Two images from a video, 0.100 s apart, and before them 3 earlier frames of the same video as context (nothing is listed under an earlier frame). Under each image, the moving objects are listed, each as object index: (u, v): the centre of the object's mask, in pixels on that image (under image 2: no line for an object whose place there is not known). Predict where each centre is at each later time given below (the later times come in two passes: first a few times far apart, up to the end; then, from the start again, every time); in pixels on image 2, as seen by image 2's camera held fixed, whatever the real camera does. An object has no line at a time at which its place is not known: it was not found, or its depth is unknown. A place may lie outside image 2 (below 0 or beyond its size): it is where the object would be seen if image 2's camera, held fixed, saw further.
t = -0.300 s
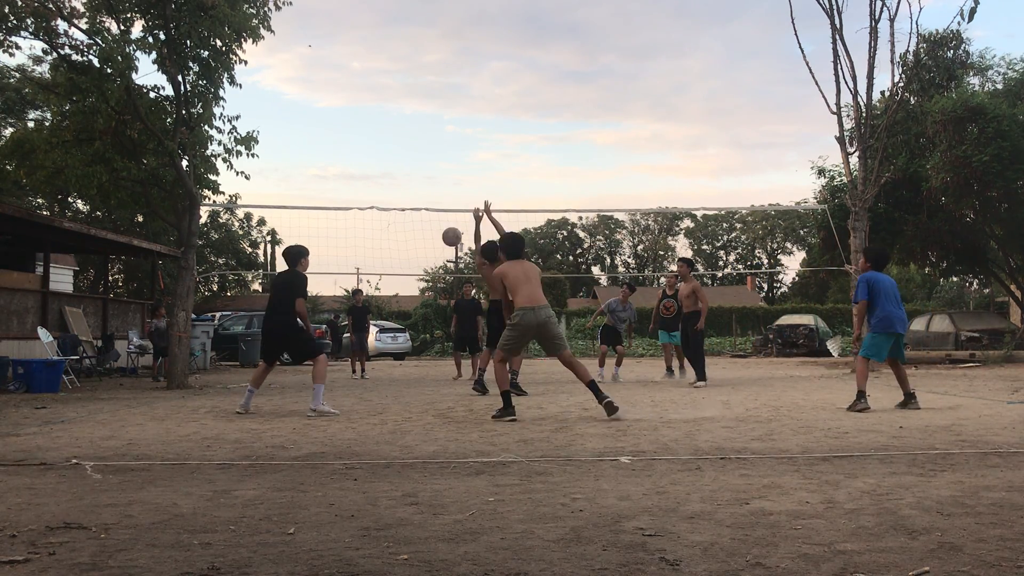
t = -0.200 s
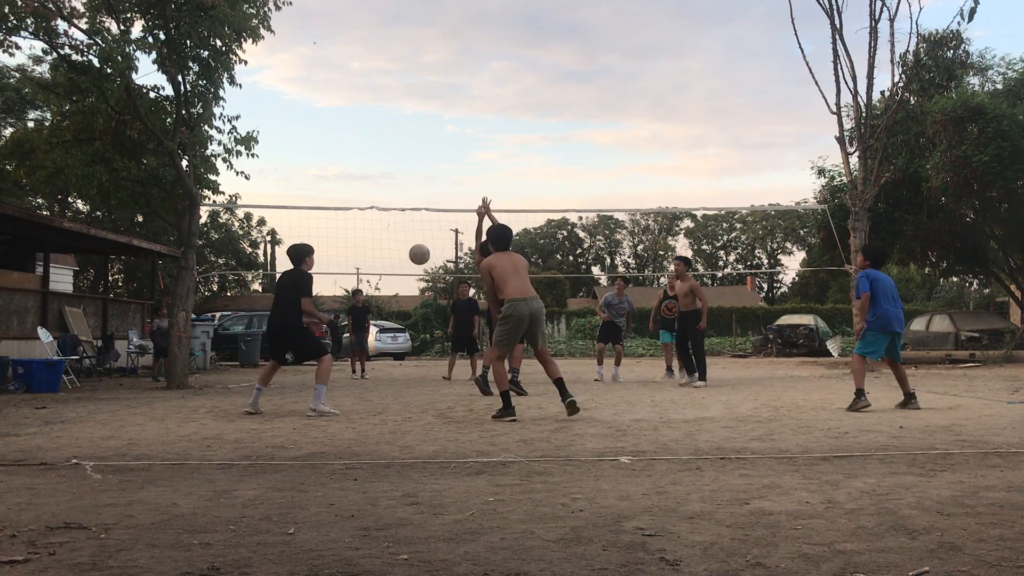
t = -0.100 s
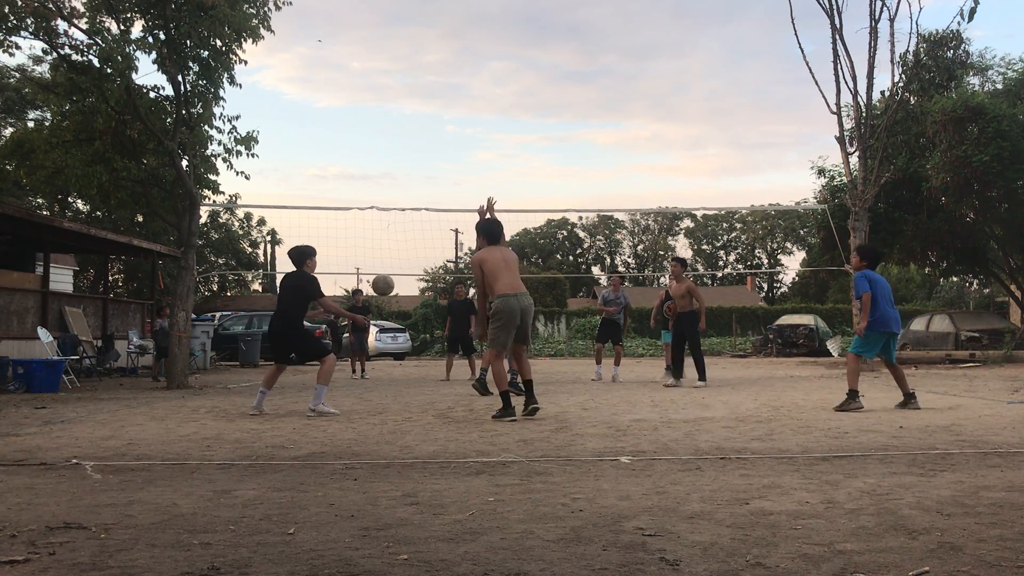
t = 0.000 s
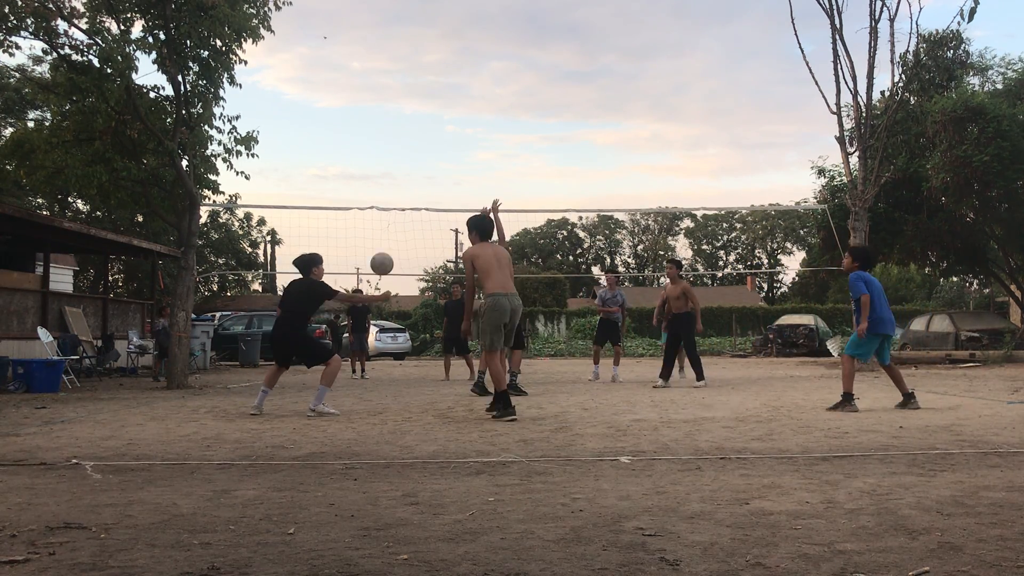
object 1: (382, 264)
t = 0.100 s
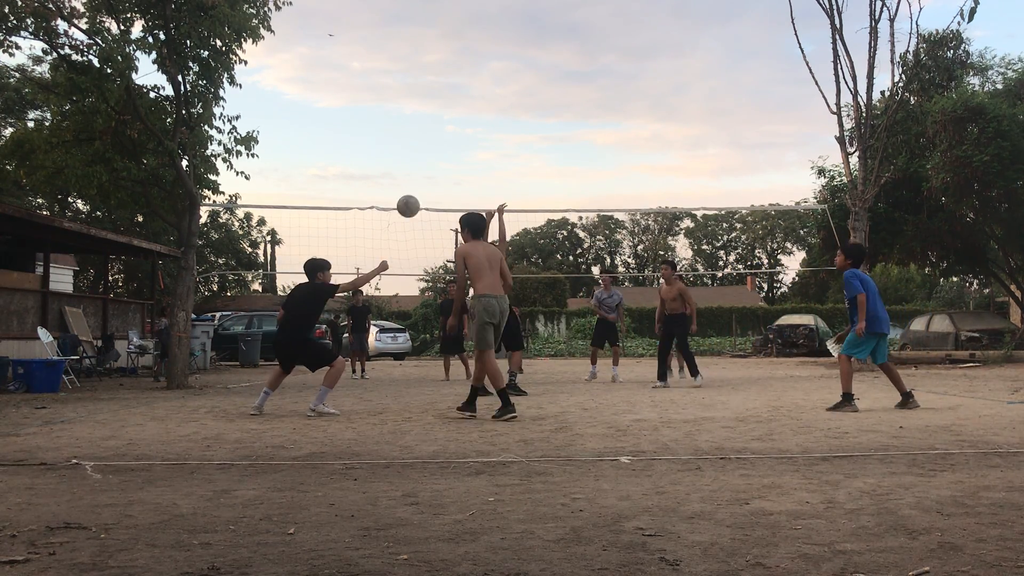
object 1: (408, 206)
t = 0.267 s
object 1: (448, 138)
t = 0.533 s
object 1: (508, 92)
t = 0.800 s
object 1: (565, 118)
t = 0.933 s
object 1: (593, 157)
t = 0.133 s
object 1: (417, 190)
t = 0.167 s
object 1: (425, 175)
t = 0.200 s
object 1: (433, 161)
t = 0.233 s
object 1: (440, 149)
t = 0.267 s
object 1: (448, 138)
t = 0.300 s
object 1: (456, 128)
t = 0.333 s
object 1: (464, 119)
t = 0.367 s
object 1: (471, 112)
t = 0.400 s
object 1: (479, 105)
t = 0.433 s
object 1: (486, 100)
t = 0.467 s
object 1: (494, 96)
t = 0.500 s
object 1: (501, 94)
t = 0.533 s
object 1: (508, 92)
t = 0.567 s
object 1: (516, 92)
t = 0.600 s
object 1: (523, 92)
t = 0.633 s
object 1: (530, 94)
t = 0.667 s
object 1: (537, 97)
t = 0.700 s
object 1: (544, 100)
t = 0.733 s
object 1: (551, 105)
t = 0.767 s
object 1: (558, 111)
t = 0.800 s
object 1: (565, 118)
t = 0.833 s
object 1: (572, 126)
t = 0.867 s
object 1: (579, 136)
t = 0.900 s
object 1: (586, 146)
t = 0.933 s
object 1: (593, 157)
